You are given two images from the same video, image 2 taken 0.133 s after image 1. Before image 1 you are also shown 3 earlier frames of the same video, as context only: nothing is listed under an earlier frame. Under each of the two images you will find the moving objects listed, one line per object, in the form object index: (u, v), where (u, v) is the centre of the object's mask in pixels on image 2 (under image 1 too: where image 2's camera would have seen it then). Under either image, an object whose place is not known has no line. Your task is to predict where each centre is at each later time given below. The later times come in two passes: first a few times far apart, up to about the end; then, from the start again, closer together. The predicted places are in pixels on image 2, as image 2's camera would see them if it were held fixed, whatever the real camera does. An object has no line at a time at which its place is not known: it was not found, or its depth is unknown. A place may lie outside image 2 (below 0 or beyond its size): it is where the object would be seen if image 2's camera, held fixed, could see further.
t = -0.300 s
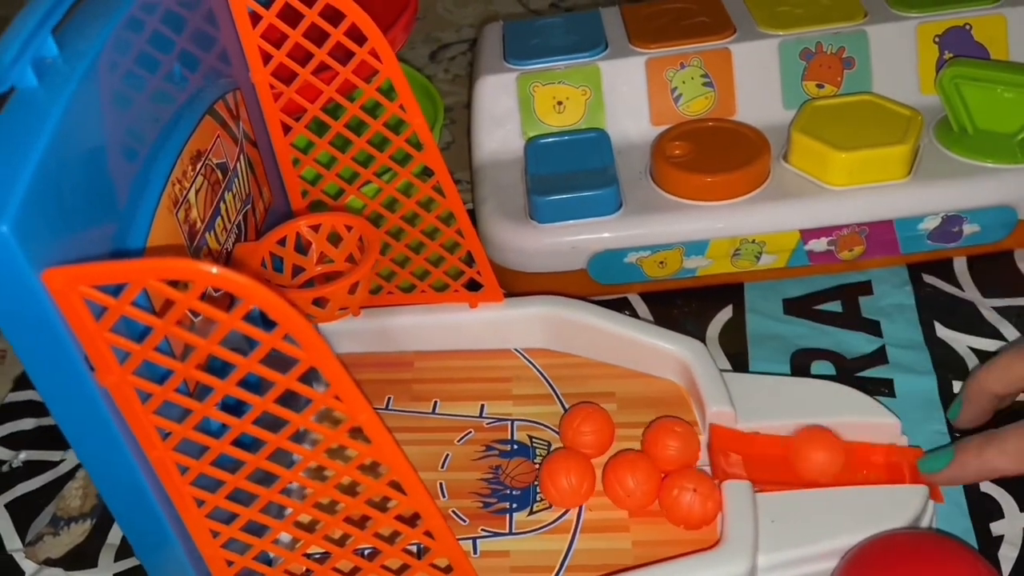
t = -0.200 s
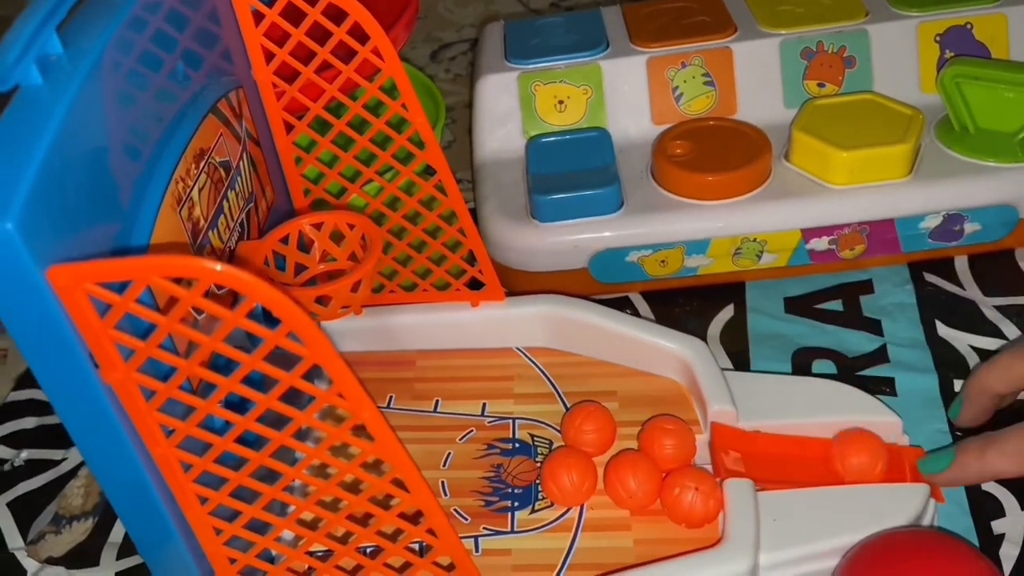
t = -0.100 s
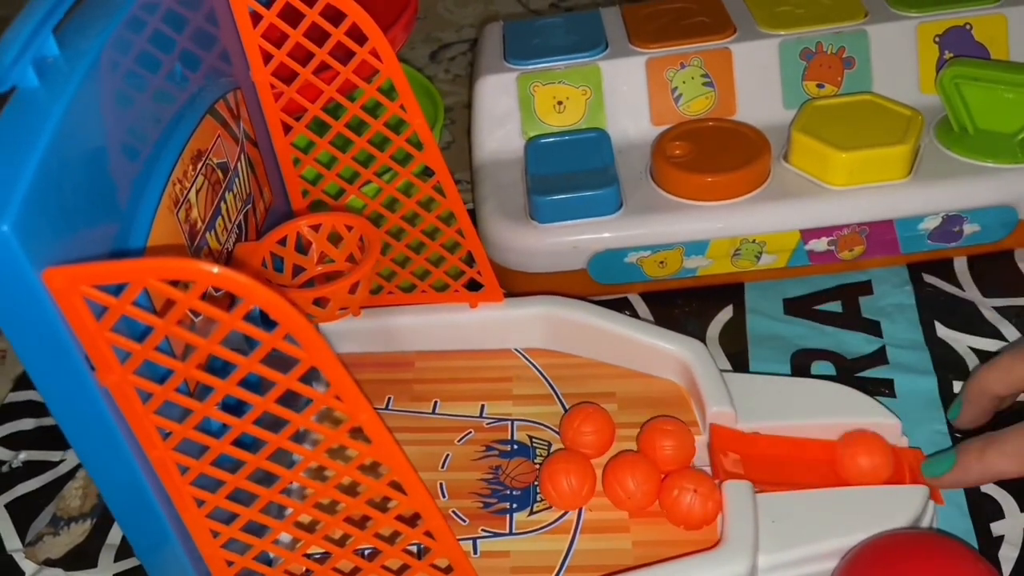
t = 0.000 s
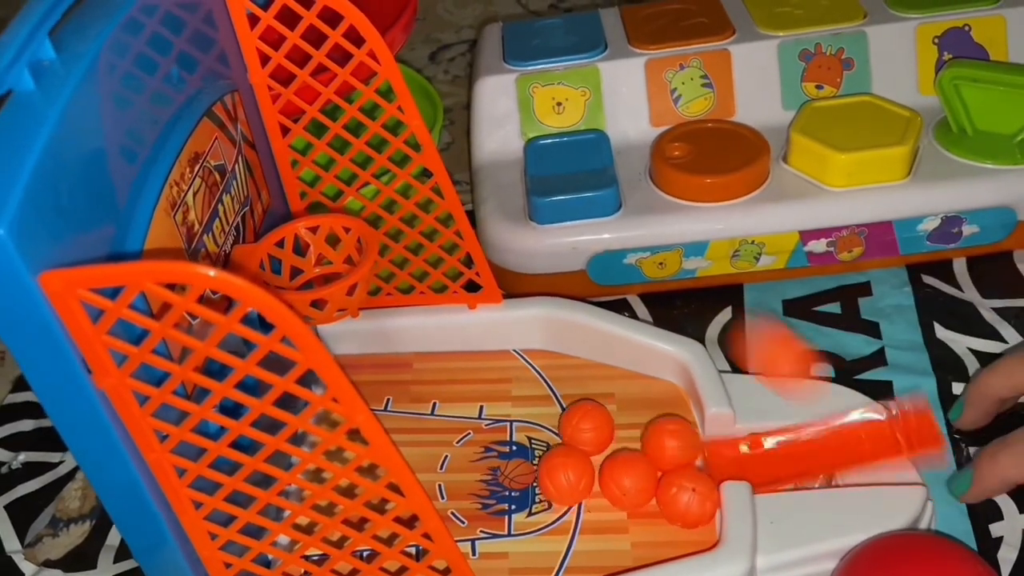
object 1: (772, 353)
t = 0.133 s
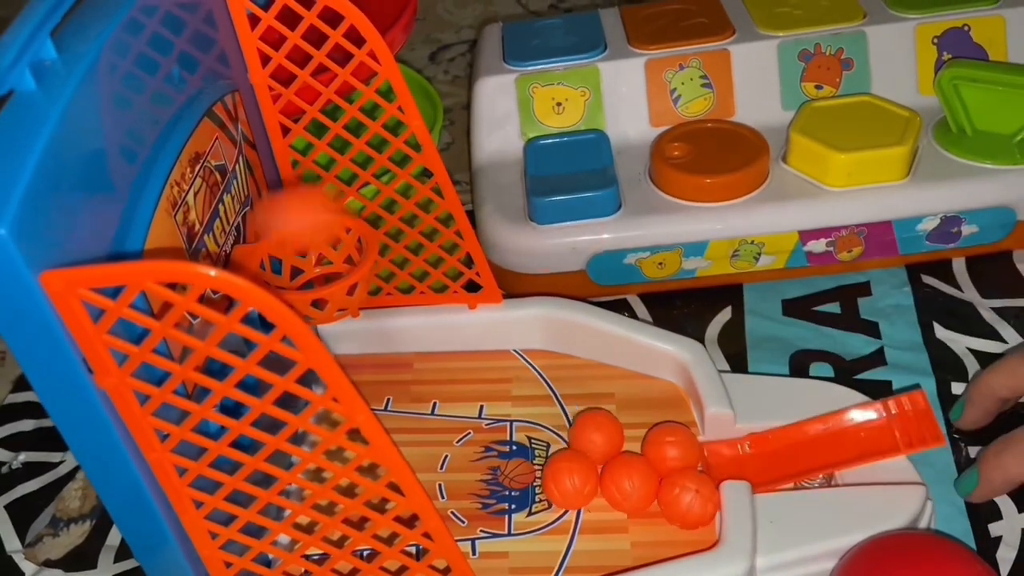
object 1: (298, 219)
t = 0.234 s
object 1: (287, 235)
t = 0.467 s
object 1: (436, 462)
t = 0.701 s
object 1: (414, 444)
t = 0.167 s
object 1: (249, 208)
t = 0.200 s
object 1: (264, 204)
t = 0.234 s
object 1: (287, 235)
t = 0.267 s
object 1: (307, 276)
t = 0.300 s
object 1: (318, 302)
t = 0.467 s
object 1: (436, 462)
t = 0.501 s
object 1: (441, 410)
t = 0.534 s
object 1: (442, 363)
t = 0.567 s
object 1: (434, 365)
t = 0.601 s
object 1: (426, 399)
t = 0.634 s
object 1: (419, 421)
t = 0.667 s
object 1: (415, 437)
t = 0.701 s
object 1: (414, 444)
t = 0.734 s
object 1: (414, 451)
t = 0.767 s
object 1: (417, 458)
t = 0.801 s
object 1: (421, 467)
